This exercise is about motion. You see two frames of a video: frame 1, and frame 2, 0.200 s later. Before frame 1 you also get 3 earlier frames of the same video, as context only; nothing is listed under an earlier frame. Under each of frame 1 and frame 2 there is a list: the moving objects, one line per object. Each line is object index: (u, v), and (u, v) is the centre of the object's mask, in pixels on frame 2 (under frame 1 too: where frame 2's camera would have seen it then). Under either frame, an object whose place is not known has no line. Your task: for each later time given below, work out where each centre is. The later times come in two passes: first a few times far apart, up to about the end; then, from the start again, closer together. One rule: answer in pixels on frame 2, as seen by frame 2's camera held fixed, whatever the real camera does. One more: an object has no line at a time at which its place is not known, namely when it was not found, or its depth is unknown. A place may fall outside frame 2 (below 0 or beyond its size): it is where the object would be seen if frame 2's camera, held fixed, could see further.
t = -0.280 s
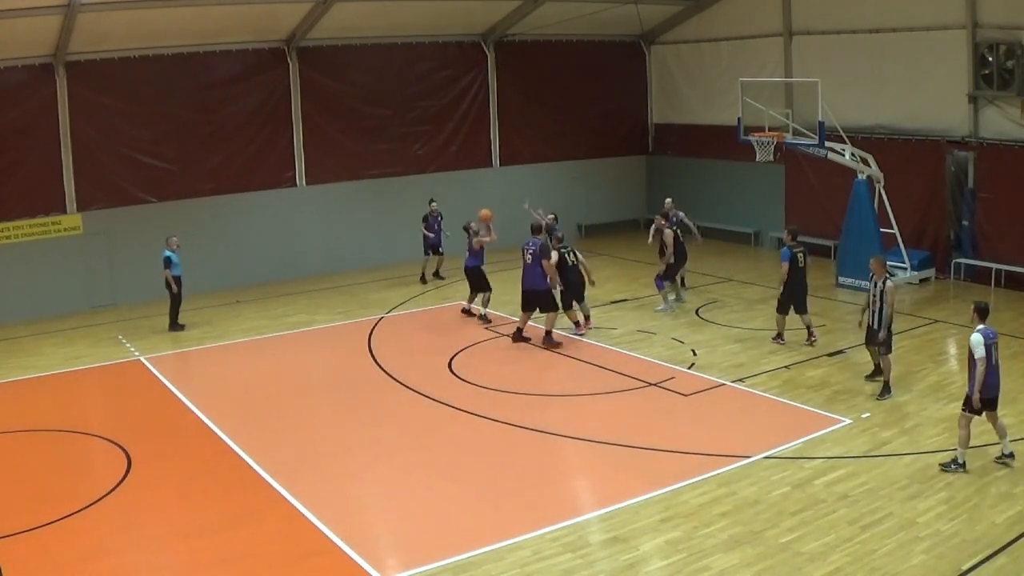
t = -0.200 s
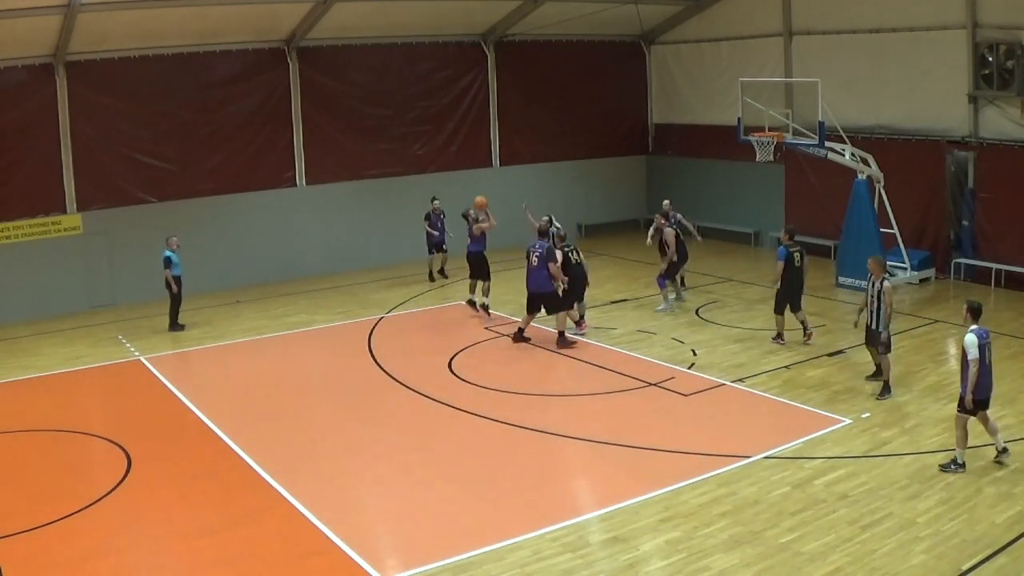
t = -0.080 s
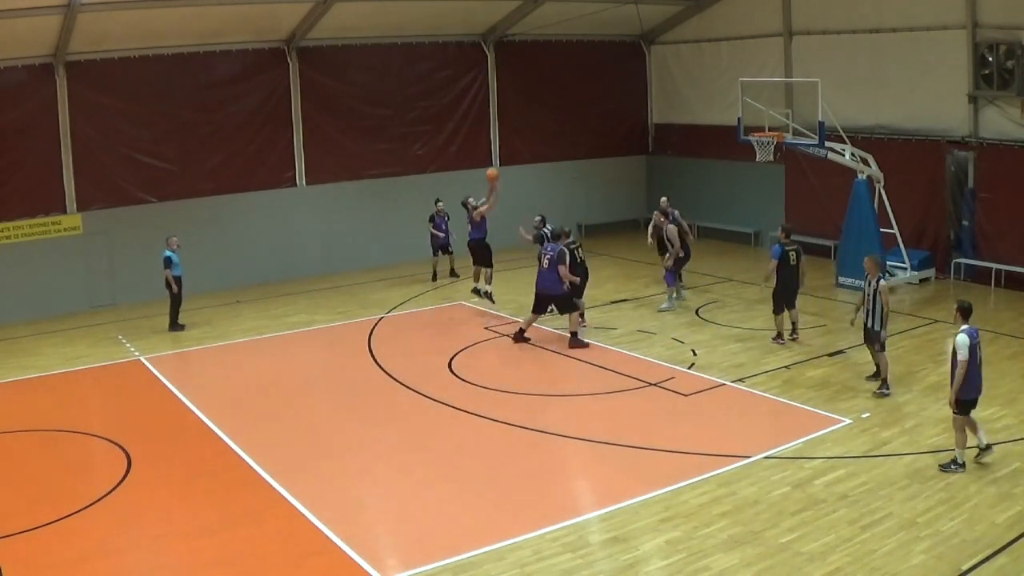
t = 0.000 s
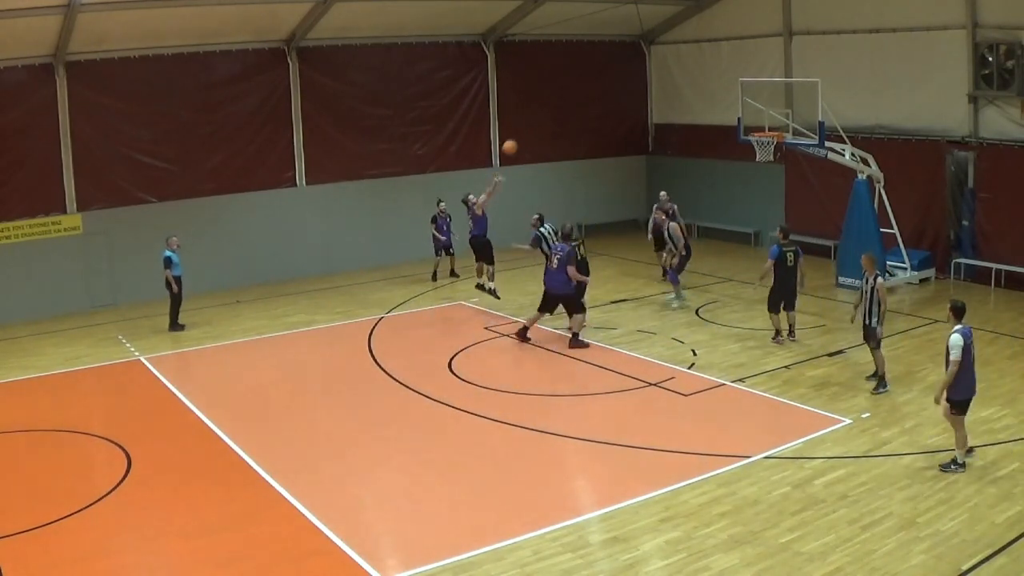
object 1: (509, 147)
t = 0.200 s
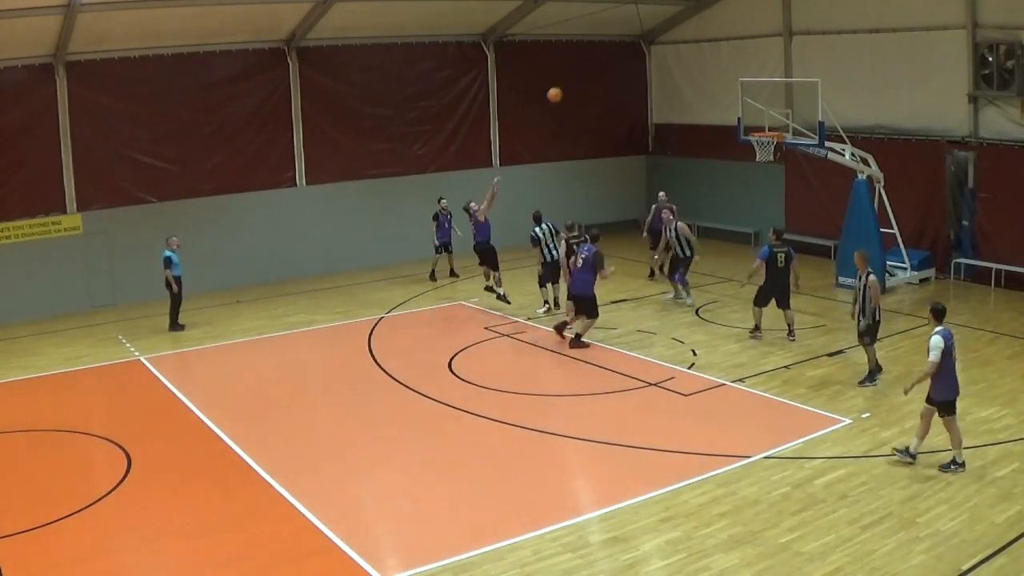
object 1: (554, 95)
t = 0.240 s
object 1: (563, 87)
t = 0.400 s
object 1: (600, 66)
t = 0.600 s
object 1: (644, 60)
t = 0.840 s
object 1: (700, 84)
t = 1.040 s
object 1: (745, 132)
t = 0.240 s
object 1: (563, 87)
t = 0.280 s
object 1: (572, 80)
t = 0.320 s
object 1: (581, 75)
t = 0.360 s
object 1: (591, 70)
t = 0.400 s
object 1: (600, 66)
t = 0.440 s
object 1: (609, 63)
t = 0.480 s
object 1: (618, 61)
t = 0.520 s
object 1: (627, 60)
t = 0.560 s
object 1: (636, 60)
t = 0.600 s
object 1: (644, 60)
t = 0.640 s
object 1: (655, 61)
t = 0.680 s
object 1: (664, 64)
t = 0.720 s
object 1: (673, 69)
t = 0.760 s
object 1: (682, 73)
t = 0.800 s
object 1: (692, 78)
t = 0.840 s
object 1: (700, 84)
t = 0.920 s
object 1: (718, 101)
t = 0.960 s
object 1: (727, 110)
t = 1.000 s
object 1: (736, 121)
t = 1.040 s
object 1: (745, 132)
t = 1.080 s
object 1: (744, 142)
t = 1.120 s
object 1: (742, 151)
